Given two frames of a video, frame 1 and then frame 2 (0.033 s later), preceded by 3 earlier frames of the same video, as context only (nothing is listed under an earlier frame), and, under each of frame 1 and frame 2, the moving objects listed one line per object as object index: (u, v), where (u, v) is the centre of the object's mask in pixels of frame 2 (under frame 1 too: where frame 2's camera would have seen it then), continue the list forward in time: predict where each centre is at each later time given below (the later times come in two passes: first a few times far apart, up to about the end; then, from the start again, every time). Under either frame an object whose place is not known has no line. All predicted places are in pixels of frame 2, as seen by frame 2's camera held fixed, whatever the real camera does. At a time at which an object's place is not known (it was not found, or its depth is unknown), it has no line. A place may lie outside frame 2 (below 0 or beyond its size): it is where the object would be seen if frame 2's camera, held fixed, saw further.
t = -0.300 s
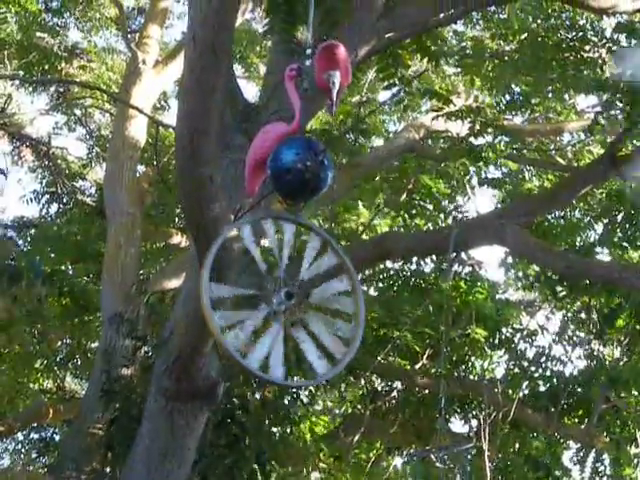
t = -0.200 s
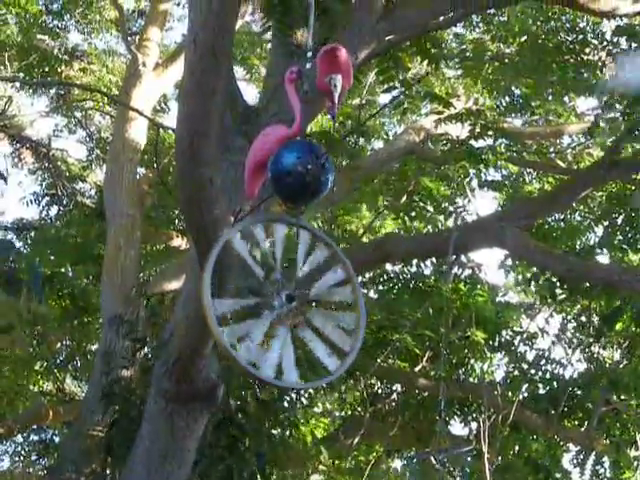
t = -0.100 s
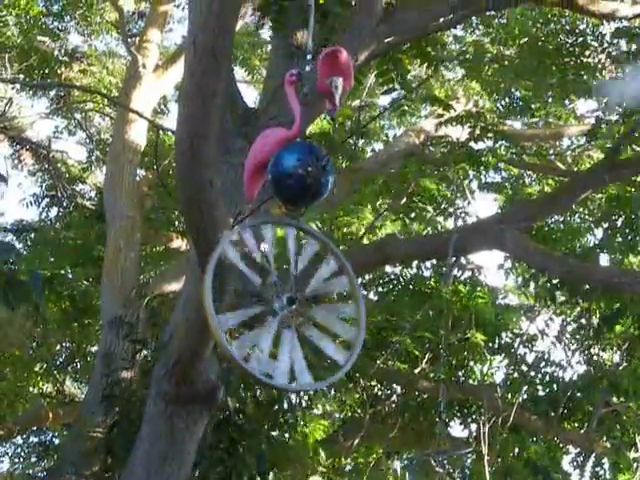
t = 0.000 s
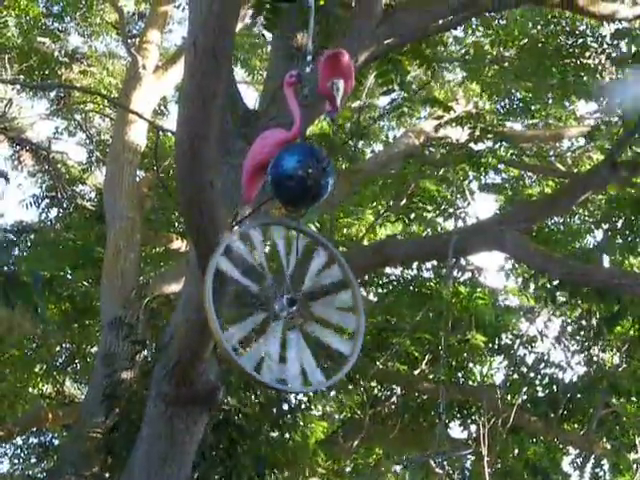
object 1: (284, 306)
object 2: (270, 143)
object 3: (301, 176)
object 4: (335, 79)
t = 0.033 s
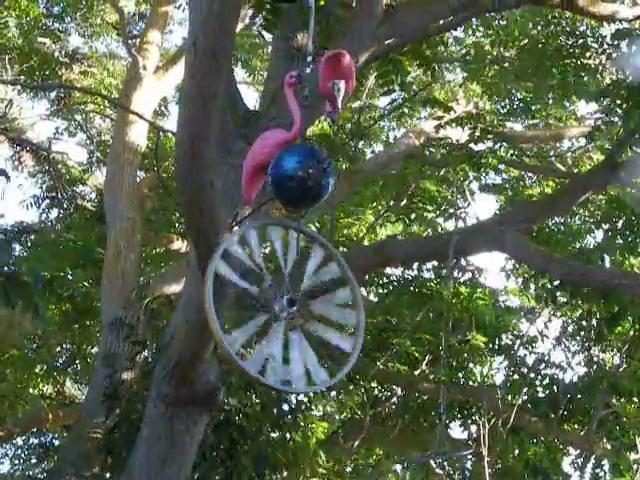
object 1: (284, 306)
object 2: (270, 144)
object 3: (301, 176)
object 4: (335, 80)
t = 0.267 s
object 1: (282, 306)
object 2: (268, 142)
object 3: (300, 177)
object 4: (339, 82)
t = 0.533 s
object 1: (278, 304)
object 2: (264, 140)
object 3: (297, 176)
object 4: (341, 83)
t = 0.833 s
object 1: (273, 303)
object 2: (259, 138)
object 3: (295, 174)
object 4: (343, 85)
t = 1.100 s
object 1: (272, 301)
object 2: (256, 135)
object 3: (295, 173)
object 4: (346, 85)
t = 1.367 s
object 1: (274, 301)
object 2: (254, 132)
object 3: (297, 172)
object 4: (351, 87)
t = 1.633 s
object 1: (277, 301)
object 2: (254, 131)
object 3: (299, 173)
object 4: (355, 88)
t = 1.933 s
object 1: (280, 303)
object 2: (253, 131)
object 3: (301, 175)
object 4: (360, 90)
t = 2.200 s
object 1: (281, 304)
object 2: (253, 131)
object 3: (302, 176)
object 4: (363, 93)
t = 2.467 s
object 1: (279, 304)
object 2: (250, 131)
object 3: (302, 177)
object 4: (363, 95)
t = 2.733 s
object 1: (275, 304)
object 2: (247, 130)
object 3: (300, 178)
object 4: (362, 98)
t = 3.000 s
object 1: (271, 304)
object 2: (244, 128)
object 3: (296, 177)
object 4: (361, 99)
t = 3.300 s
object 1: (269, 301)
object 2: (241, 128)
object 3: (295, 175)
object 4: (362, 99)
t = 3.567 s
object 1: (271, 299)
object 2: (242, 127)
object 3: (297, 173)
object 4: (362, 97)
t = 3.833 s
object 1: (276, 300)
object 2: (246, 126)
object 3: (301, 173)
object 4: (365, 96)
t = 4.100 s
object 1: (281, 299)
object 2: (249, 124)
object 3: (304, 174)
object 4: (370, 96)
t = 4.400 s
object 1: (284, 301)
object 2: (249, 126)
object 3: (306, 175)
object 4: (370, 96)
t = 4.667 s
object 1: (283, 301)
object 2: (250, 126)
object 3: (305, 176)
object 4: (370, 97)
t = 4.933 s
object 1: (278, 302)
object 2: (247, 125)
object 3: (302, 175)
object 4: (366, 97)
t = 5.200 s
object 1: (272, 301)
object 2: (245, 124)
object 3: (299, 174)
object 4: (364, 96)
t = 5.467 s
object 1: (269, 299)
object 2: (243, 124)
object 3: (296, 173)
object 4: (361, 96)
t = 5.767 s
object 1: (269, 298)
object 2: (244, 124)
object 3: (296, 172)
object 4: (360, 93)
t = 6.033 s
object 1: (273, 297)
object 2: (246, 125)
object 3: (298, 172)
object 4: (362, 91)
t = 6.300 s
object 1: (278, 298)
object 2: (249, 127)
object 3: (302, 171)
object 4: (364, 91)
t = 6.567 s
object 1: (282, 298)
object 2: (252, 129)
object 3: (304, 171)
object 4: (365, 89)
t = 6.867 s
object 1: (282, 299)
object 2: (254, 129)
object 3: (304, 173)
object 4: (363, 89)
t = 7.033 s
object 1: (280, 299)
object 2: (254, 129)
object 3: (302, 172)
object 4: (362, 88)
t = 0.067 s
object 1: (284, 306)
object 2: (270, 144)
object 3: (301, 176)
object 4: (336, 80)
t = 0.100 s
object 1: (283, 306)
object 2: (269, 144)
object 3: (301, 177)
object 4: (336, 81)
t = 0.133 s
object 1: (283, 306)
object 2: (269, 143)
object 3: (301, 177)
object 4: (337, 81)
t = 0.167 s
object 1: (283, 306)
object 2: (269, 143)
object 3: (301, 177)
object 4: (338, 82)
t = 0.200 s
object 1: (282, 306)
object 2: (269, 143)
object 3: (301, 177)
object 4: (338, 82)
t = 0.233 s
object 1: (282, 306)
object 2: (269, 142)
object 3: (301, 177)
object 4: (339, 82)
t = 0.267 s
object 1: (282, 306)
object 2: (268, 142)
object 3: (300, 177)
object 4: (339, 82)
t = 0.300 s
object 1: (281, 306)
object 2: (267, 142)
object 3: (300, 177)
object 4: (339, 82)
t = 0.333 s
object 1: (281, 306)
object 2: (267, 142)
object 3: (300, 177)
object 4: (340, 82)
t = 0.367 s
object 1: (280, 306)
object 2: (266, 141)
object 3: (299, 177)
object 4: (340, 82)
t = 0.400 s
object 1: (280, 306)
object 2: (266, 141)
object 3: (299, 177)
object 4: (340, 82)
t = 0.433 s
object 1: (280, 306)
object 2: (265, 140)
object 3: (299, 177)
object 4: (340, 83)
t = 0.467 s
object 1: (279, 305)
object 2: (265, 140)
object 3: (298, 176)
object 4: (340, 83)
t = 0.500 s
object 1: (279, 305)
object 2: (264, 140)
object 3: (298, 177)
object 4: (341, 83)
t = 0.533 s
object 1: (278, 304)
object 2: (264, 140)
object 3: (297, 176)
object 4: (341, 83)
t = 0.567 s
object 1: (278, 304)
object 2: (263, 139)
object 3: (297, 176)
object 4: (341, 83)
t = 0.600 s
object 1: (277, 305)
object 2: (263, 139)
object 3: (297, 176)
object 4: (341, 84)
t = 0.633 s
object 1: (276, 304)
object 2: (262, 138)
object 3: (297, 176)
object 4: (341, 84)
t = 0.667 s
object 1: (275, 304)
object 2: (262, 138)
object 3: (296, 175)
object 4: (342, 84)
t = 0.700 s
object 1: (275, 304)
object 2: (261, 138)
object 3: (295, 175)
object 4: (342, 84)
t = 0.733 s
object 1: (274, 304)
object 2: (261, 138)
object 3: (296, 175)
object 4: (342, 84)
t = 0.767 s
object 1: (274, 304)
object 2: (261, 137)
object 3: (296, 175)
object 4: (343, 84)
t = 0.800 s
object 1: (273, 304)
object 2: (260, 137)
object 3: (296, 174)
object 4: (343, 85)
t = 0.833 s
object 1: (273, 303)
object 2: (259, 138)
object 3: (295, 174)
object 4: (343, 85)
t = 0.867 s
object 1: (273, 303)
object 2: (259, 137)
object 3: (293, 174)
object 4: (344, 86)
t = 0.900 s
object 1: (272, 303)
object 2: (258, 137)
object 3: (295, 174)
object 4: (344, 86)
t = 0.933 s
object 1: (272, 302)
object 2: (258, 136)
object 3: (295, 174)
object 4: (345, 85)
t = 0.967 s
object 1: (272, 302)
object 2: (257, 136)
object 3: (295, 174)
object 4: (345, 86)
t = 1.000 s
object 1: (272, 302)
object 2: (257, 136)
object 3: (295, 173)
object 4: (345, 86)
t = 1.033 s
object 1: (272, 302)
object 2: (256, 135)
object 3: (295, 173)
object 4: (346, 85)
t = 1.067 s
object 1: (272, 302)
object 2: (256, 135)
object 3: (295, 173)
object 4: (346, 86)
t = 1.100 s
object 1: (272, 301)
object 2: (256, 135)
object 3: (295, 173)
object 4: (346, 85)
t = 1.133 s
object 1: (272, 301)
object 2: (256, 134)
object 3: (295, 172)
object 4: (347, 86)
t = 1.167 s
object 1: (273, 301)
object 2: (255, 135)
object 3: (295, 172)
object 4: (348, 87)
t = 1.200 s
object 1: (273, 301)
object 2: (255, 134)
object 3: (295, 173)
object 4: (348, 87)
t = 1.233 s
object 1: (273, 301)
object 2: (255, 134)
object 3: (296, 173)
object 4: (349, 87)
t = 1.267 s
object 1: (273, 301)
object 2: (255, 134)
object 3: (296, 172)
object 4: (350, 87)
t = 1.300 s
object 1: (273, 301)
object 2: (255, 133)
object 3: (296, 172)
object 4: (350, 87)
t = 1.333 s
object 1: (273, 301)
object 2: (254, 133)
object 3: (296, 172)
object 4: (351, 87)
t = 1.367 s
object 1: (274, 301)
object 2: (254, 132)
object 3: (297, 172)
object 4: (351, 87)
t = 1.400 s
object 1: (274, 301)
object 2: (254, 132)
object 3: (297, 172)
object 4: (352, 87)
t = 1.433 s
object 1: (274, 301)
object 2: (254, 132)
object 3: (297, 172)
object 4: (353, 87)
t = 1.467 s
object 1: (274, 301)
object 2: (254, 131)
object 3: (297, 172)
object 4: (353, 88)
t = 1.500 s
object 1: (275, 301)
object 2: (254, 131)
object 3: (298, 172)
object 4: (354, 87)
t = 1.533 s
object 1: (275, 300)
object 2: (254, 131)
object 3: (298, 172)
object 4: (354, 87)
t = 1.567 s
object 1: (276, 301)
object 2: (254, 131)
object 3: (298, 172)
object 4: (354, 87)
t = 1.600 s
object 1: (276, 301)
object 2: (254, 131)
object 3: (298, 172)
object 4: (355, 88)
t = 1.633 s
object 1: (277, 301)
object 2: (254, 131)
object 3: (299, 173)
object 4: (355, 88)
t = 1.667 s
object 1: (277, 302)
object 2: (254, 131)
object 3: (299, 173)
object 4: (355, 88)
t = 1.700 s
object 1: (278, 302)
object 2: (254, 131)
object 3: (300, 173)
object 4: (356, 89)
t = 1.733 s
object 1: (278, 302)
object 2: (254, 132)
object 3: (300, 174)
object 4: (356, 89)
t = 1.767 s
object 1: (278, 302)
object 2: (253, 132)
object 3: (300, 174)
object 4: (356, 90)
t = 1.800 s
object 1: (278, 302)
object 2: (253, 132)
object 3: (300, 174)
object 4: (356, 90)
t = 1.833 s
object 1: (279, 302)
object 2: (253, 132)
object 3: (301, 174)
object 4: (357, 90)
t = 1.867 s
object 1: (279, 302)
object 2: (253, 132)
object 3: (301, 175)
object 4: (358, 90)
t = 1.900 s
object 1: (279, 302)
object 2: (253, 132)
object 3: (301, 175)
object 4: (359, 90)
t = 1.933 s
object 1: (280, 303)
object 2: (253, 131)
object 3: (301, 175)
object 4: (360, 90)
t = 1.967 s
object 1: (280, 303)
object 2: (253, 131)
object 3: (302, 175)
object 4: (360, 91)
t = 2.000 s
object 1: (280, 303)
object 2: (253, 131)
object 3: (302, 175)
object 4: (360, 91)
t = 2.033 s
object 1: (280, 303)
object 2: (253, 131)
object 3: (302, 175)
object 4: (361, 91)
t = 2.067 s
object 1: (280, 303)
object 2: (253, 131)
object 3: (302, 176)
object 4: (361, 92)
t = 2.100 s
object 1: (280, 303)
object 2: (253, 131)
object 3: (302, 176)
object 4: (361, 92)
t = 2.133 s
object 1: (280, 304)
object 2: (253, 131)
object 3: (302, 176)
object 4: (362, 93)
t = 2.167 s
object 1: (281, 304)
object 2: (253, 131)
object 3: (302, 176)
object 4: (363, 93)
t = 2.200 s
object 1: (281, 304)
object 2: (253, 131)
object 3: (302, 176)
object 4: (363, 93)
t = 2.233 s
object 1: (280, 304)
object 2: (252, 131)
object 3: (302, 176)
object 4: (363, 93)
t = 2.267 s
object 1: (281, 303)
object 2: (252, 131)
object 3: (303, 176)
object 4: (363, 94)
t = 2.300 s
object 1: (280, 304)
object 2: (252, 131)
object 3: (302, 176)
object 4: (363, 94)
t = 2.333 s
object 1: (280, 304)
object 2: (252, 131)
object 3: (302, 177)
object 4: (363, 94)
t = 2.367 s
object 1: (280, 304)
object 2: (252, 131)
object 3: (302, 177)
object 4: (363, 94)
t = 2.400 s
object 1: (280, 304)
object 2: (251, 131)
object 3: (302, 177)
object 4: (363, 94)
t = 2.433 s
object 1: (279, 304)
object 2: (251, 131)
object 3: (302, 177)
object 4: (363, 95)
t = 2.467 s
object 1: (279, 304)
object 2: (250, 131)
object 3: (302, 177)
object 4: (363, 95)
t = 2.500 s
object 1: (279, 304)
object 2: (250, 131)
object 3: (302, 177)
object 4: (363, 95)
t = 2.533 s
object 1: (278, 304)
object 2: (250, 131)
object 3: (301, 177)
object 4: (363, 96)
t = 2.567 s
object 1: (278, 304)
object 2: (250, 130)
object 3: (301, 177)
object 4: (362, 96)
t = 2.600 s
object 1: (277, 304)
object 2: (249, 130)
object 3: (300, 178)
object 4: (362, 96)
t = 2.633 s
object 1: (277, 305)
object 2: (249, 130)
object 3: (300, 178)
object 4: (362, 97)
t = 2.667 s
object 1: (276, 305)
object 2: (249, 130)
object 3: (300, 178)
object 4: (362, 97)
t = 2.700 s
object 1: (275, 305)
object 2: (248, 130)
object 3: (300, 178)
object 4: (362, 98)
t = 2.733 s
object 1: (275, 304)
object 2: (247, 130)
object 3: (300, 178)
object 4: (362, 98)
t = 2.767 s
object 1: (274, 304)
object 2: (247, 129)
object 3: (299, 175)
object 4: (362, 98)
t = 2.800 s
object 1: (274, 304)
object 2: (247, 129)
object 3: (299, 178)
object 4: (361, 98)
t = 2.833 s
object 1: (273, 304)
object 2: (246, 129)
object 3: (299, 174)
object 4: (361, 98)
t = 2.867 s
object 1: (272, 304)
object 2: (246, 129)
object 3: (298, 178)
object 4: (362, 99)
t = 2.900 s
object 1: (272, 304)
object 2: (245, 129)
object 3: (298, 178)
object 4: (362, 99)
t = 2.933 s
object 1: (272, 304)
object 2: (245, 129)
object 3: (297, 174)
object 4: (362, 99)
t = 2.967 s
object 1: (271, 304)
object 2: (245, 128)
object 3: (297, 173)
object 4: (362, 99)
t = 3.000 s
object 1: (271, 304)
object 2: (244, 128)
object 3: (296, 177)
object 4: (361, 99)
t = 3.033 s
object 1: (270, 303)
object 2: (244, 128)
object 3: (296, 177)
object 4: (361, 99)
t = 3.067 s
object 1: (270, 303)
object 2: (243, 128)
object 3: (295, 177)
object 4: (361, 99)
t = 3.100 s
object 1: (270, 301)
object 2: (243, 127)
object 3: (295, 175)
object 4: (362, 98)
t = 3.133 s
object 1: (270, 301)
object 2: (242, 128)
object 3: (295, 175)
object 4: (361, 98)
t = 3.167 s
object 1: (269, 301)
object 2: (242, 128)
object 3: (295, 175)
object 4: (362, 99)
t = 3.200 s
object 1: (269, 301)
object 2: (242, 127)
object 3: (295, 175)
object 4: (362, 99)
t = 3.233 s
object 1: (269, 301)
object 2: (242, 127)
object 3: (295, 175)
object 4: (362, 99)
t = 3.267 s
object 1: (269, 301)
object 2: (242, 127)
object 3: (295, 175)
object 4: (362, 99)
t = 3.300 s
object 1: (269, 301)
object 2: (241, 128)
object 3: (295, 175)
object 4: (362, 99)
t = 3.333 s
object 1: (269, 301)
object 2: (241, 128)
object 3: (294, 175)
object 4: (361, 98)
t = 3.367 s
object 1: (269, 300)
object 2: (241, 128)
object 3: (295, 175)
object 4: (361, 98)
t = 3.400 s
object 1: (269, 300)
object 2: (241, 128)
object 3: (295, 174)
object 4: (362, 98)
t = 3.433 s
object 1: (269, 300)
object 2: (241, 127)
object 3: (295, 174)
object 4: (362, 98)
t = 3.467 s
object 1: (270, 300)
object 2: (241, 127)
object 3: (295, 174)
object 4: (362, 97)
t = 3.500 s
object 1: (270, 300)
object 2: (242, 127)
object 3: (296, 173)
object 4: (362, 97)
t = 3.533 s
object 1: (270, 300)
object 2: (242, 127)
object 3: (296, 173)
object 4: (362, 97)
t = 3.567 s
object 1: (271, 299)
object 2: (242, 127)
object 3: (297, 173)
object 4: (362, 97)
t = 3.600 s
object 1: (271, 300)
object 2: (242, 127)
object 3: (297, 173)
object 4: (363, 97)
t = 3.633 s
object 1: (271, 299)
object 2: (242, 126)
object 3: (297, 173)
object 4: (362, 96)
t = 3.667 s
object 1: (272, 299)
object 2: (243, 126)
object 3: (298, 173)
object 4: (363, 97)
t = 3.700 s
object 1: (273, 299)
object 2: (244, 126)
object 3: (298, 173)
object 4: (364, 96)
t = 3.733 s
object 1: (273, 299)
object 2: (244, 126)
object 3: (299, 173)
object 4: (365, 96)
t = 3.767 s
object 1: (274, 299)
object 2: (244, 126)
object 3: (299, 173)
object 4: (364, 96)
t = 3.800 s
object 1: (275, 300)
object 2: (245, 126)
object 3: (300, 173)
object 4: (365, 96)
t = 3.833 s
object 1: (276, 300)
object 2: (246, 126)
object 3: (301, 173)
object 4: (365, 96)
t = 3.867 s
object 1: (277, 300)
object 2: (246, 125)
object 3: (301, 173)
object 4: (366, 96)
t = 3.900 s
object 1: (277, 299)
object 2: (246, 125)
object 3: (302, 173)
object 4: (367, 96)
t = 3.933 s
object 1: (278, 299)
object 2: (246, 125)
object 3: (302, 173)
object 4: (368, 96)
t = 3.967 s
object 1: (278, 299)
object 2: (247, 125)
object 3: (302, 174)
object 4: (368, 96)
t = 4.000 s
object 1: (279, 300)
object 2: (248, 125)
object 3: (303, 173)
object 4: (368, 96)
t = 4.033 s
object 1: (280, 300)
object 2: (248, 125)
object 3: (304, 173)
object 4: (369, 96)
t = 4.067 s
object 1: (280, 301)
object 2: (248, 125)
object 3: (304, 174)
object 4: (370, 96)
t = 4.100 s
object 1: (281, 299)
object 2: (249, 124)
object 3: (304, 174)
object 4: (370, 96)
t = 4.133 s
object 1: (282, 299)
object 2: (249, 125)
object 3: (305, 174)
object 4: (371, 97)
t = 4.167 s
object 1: (282, 300)
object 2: (249, 125)
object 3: (304, 174)
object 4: (371, 96)
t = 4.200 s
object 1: (282, 300)
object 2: (249, 125)
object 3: (305, 174)
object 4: (370, 96)
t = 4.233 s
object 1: (283, 301)
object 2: (249, 126)
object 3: (305, 175)
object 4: (371, 96)
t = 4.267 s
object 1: (283, 301)
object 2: (249, 126)
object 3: (306, 175)
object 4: (370, 96)
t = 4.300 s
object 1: (283, 301)
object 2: (249, 126)
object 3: (306, 175)
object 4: (370, 96)
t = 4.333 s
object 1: (284, 300)
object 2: (249, 126)
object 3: (306, 175)
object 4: (370, 96)
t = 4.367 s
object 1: (284, 301)
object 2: (249, 126)
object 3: (306, 175)
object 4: (370, 97)
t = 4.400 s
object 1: (284, 301)
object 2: (249, 126)
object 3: (306, 175)
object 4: (370, 96)
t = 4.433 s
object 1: (284, 300)
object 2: (249, 126)
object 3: (306, 175)
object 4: (370, 96)
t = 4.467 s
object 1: (284, 301)
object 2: (250, 126)
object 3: (306, 175)
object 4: (370, 96)
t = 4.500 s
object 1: (284, 301)
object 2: (250, 126)
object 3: (306, 175)
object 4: (370, 97)
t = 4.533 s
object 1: (284, 301)
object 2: (249, 126)
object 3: (306, 175)
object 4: (370, 97)
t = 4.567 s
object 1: (284, 302)
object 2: (250, 126)
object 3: (306, 176)
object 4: (370, 97)
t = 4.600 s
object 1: (283, 301)
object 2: (250, 126)
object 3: (306, 176)
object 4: (370, 97)
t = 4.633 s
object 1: (283, 301)
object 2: (250, 126)
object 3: (305, 176)
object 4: (370, 97)
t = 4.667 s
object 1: (283, 301)
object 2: (250, 126)
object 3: (305, 176)
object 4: (370, 97)
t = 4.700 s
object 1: (282, 301)
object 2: (249, 126)
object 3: (305, 176)
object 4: (370, 97)
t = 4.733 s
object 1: (282, 301)
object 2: (249, 126)
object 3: (305, 176)
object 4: (369, 97)
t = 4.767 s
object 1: (281, 302)
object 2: (249, 126)
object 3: (304, 176)
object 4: (369, 97)
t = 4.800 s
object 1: (281, 302)
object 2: (248, 126)
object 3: (304, 176)
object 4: (368, 97)
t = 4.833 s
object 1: (280, 302)
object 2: (248, 126)
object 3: (303, 176)
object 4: (368, 97)
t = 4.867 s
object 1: (279, 302)
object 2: (248, 126)
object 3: (303, 176)
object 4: (367, 97)
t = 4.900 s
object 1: (279, 302)
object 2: (248, 125)
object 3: (302, 176)
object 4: (367, 97)
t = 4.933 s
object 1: (278, 302)
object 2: (247, 125)
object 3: (302, 175)
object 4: (366, 97)
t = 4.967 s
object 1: (277, 301)
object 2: (247, 125)
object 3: (301, 175)
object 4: (366, 97)
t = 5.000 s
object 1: (277, 301)
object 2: (247, 125)
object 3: (301, 175)
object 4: (365, 97)
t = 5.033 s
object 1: (276, 301)
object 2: (246, 125)
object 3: (301, 175)
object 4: (365, 97)
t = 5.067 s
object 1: (275, 301)
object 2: (246, 125)
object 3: (301, 175)
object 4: (365, 96)
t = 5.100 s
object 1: (275, 301)
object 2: (246, 124)
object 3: (300, 174)
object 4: (365, 96)
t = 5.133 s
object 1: (274, 301)
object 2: (245, 125)
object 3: (299, 174)
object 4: (365, 96)
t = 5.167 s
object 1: (273, 301)
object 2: (245, 124)
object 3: (299, 175)
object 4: (365, 96)
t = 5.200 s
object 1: (272, 301)
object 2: (245, 124)
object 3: (299, 174)
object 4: (364, 96)
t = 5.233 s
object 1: (272, 300)
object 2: (244, 124)
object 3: (298, 174)
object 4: (363, 96)
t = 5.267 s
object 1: (271, 300)
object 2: (244, 124)
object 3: (298, 174)
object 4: (364, 96)
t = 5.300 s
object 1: (271, 300)
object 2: (244, 124)
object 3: (297, 174)
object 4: (363, 96)
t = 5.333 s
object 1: (270, 300)
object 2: (244, 124)
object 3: (297, 174)
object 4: (362, 96)
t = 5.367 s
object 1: (269, 299)
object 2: (243, 124)
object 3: (297, 173)
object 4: (362, 96)
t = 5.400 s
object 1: (269, 299)
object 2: (243, 124)
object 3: (297, 173)
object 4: (361, 96)
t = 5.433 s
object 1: (269, 299)
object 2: (243, 124)
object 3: (296, 173)
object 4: (361, 96)
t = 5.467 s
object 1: (269, 299)
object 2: (243, 124)
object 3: (296, 173)
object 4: (361, 96)
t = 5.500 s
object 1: (269, 299)
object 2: (243, 124)
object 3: (296, 173)
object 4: (361, 95)
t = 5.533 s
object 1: (269, 299)
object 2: (242, 124)
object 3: (296, 173)
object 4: (360, 95)
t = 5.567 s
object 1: (269, 298)
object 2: (242, 125)
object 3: (296, 173)
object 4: (360, 95)
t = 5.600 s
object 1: (269, 298)
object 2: (243, 124)
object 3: (296, 173)
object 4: (360, 94)
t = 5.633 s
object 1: (269, 298)
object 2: (243, 124)
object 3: (296, 173)
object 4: (360, 94)
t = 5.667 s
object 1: (269, 299)
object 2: (243, 124)
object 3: (296, 173)
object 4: (360, 94)
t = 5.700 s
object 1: (269, 298)
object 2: (243, 124)
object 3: (296, 172)
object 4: (360, 94)
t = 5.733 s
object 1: (269, 298)
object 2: (244, 124)
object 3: (296, 173)
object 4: (360, 94)
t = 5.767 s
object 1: (269, 298)
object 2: (244, 124)
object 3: (296, 172)
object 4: (360, 93)
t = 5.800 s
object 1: (270, 298)
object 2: (244, 124)
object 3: (297, 172)
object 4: (361, 93)
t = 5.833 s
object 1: (270, 298)
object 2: (245, 124)
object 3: (297, 173)
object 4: (361, 93)
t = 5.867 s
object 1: (271, 298)
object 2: (245, 124)
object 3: (297, 172)
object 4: (362, 93)
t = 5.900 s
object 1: (271, 298)
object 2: (245, 124)
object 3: (297, 172)
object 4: (363, 92)
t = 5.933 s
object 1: (271, 297)
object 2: (245, 125)
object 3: (298, 172)
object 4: (363, 92)
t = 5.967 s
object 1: (272, 297)
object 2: (246, 125)
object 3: (298, 172)
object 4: (363, 92)
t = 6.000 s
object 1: (273, 297)
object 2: (246, 125)
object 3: (298, 172)
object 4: (362, 91)
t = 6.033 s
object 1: (273, 297)
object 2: (246, 125)
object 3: (298, 172)
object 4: (362, 91)
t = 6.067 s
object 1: (274, 297)
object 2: (247, 126)
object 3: (299, 171)
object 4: (363, 91)
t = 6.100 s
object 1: (275, 297)
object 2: (247, 126)
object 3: (299, 172)
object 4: (363, 90)
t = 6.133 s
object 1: (275, 298)
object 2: (247, 126)
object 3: (300, 172)
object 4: (363, 91)
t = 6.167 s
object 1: (276, 297)
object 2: (248, 126)
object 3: (300, 172)
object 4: (363, 91)
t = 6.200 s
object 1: (277, 298)
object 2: (249, 126)
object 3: (301, 172)
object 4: (364, 91)
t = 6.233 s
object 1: (277, 298)
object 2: (249, 126)
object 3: (301, 172)
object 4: (364, 90)
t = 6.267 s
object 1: (278, 298)
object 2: (250, 127)
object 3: (301, 171)
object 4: (364, 91)
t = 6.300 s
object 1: (278, 298)
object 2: (249, 127)
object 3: (302, 171)
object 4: (364, 91)
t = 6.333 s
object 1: (279, 298)
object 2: (249, 128)
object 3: (302, 171)
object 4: (364, 91)
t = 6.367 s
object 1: (279, 298)
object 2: (250, 128)
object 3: (302, 171)
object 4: (364, 90)
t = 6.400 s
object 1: (280, 298)
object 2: (250, 128)
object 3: (302, 171)
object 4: (364, 90)
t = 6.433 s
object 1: (280, 298)
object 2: (250, 129)
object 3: (303, 171)
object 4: (365, 90)
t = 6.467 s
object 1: (281, 298)
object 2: (251, 128)
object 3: (303, 171)
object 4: (365, 89)
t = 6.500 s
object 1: (281, 298)
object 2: (251, 128)
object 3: (303, 171)
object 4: (365, 89)
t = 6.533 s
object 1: (281, 298)
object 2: (252, 128)
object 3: (303, 171)
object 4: (365, 89)
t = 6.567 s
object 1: (282, 298)
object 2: (252, 129)
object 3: (304, 171)
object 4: (365, 89)
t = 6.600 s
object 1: (282, 298)
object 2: (252, 129)
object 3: (304, 171)
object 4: (364, 89)
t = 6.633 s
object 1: (282, 299)
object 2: (252, 129)
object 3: (304, 171)
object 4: (364, 89)
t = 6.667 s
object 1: (282, 299)
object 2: (253, 129)
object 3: (304, 172)
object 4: (364, 89)
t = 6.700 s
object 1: (282, 299)
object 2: (253, 129)
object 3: (304, 172)
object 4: (364, 89)
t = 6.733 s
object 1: (282, 299)
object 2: (253, 129)
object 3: (304, 172)
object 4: (364, 89)
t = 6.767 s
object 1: (282, 299)
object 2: (254, 129)
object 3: (304, 172)
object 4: (364, 89)
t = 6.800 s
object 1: (282, 299)
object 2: (254, 129)
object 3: (304, 172)
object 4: (364, 89)
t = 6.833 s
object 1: (282, 299)
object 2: (254, 129)
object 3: (304, 173)
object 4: (364, 89)
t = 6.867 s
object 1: (282, 299)
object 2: (254, 129)
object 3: (304, 173)
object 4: (363, 89)
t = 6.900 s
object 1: (281, 299)
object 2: (254, 130)
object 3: (303, 173)
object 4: (364, 89)
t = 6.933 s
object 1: (281, 300)
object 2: (254, 130)
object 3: (303, 173)
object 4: (363, 89)
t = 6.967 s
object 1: (281, 299)
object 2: (253, 130)
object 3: (303, 172)
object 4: (363, 89)
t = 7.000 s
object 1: (280, 299)
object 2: (254, 130)
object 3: (302, 172)
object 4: (363, 89)
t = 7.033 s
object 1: (280, 299)
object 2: (254, 129)
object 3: (302, 172)
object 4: (362, 88)
